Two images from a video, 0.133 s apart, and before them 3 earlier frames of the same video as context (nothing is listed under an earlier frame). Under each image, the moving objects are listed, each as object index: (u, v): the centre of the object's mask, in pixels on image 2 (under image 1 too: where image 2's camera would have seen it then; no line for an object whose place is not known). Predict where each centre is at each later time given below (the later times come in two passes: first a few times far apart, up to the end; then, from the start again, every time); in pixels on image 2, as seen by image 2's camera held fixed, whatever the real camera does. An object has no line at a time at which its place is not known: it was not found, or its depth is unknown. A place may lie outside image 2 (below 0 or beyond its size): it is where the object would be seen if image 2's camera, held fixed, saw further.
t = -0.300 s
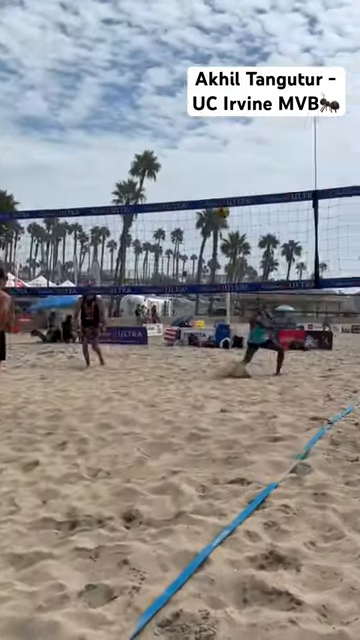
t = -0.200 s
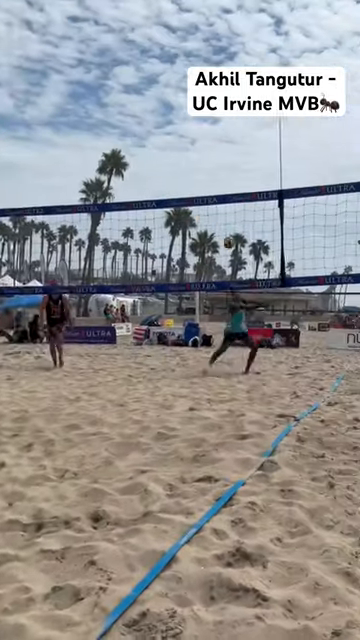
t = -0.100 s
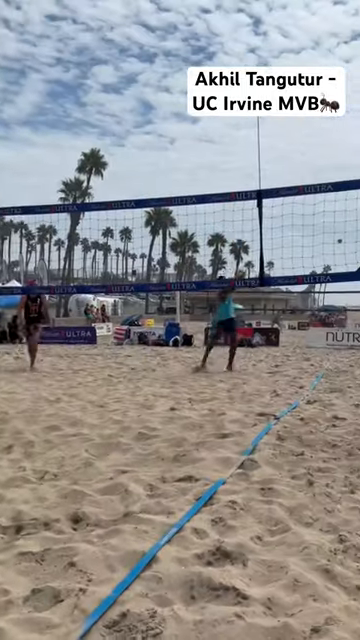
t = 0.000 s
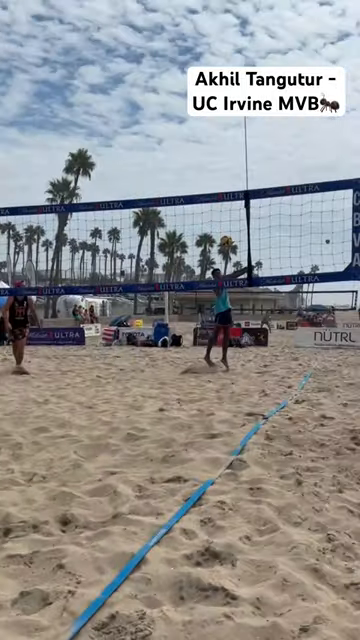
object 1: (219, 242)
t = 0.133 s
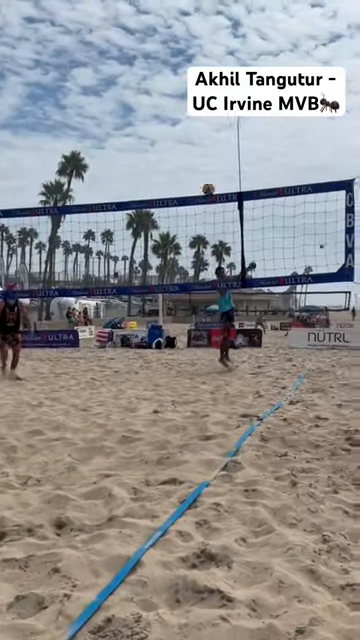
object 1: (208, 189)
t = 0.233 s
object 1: (199, 153)
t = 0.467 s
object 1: (172, 87)
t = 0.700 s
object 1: (145, 50)
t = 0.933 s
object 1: (111, 48)
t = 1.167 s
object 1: (72, 91)
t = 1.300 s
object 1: (48, 139)
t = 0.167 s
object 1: (205, 176)
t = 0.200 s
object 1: (202, 165)
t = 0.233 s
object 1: (199, 153)
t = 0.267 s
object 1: (196, 142)
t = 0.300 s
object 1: (192, 132)
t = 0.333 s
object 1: (188, 122)
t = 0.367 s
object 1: (184, 113)
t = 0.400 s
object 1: (178, 104)
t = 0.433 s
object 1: (175, 95)
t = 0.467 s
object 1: (172, 87)
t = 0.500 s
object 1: (169, 80)
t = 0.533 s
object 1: (165, 73)
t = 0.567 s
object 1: (162, 68)
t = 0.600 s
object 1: (158, 62)
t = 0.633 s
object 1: (153, 58)
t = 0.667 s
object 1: (149, 53)
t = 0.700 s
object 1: (145, 50)
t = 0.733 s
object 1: (140, 47)
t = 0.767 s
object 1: (135, 45)
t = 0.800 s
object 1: (131, 44)
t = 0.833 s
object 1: (125, 44)
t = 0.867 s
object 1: (121, 44)
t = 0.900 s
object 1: (116, 46)
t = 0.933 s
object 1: (111, 48)
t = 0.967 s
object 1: (106, 51)
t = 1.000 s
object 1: (100, 55)
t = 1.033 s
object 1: (95, 60)
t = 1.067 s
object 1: (90, 67)
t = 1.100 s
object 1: (84, 73)
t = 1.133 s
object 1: (78, 81)
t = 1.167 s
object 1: (72, 91)
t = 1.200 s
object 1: (66, 101)
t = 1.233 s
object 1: (60, 113)
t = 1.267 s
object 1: (54, 125)
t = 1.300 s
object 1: (48, 139)
